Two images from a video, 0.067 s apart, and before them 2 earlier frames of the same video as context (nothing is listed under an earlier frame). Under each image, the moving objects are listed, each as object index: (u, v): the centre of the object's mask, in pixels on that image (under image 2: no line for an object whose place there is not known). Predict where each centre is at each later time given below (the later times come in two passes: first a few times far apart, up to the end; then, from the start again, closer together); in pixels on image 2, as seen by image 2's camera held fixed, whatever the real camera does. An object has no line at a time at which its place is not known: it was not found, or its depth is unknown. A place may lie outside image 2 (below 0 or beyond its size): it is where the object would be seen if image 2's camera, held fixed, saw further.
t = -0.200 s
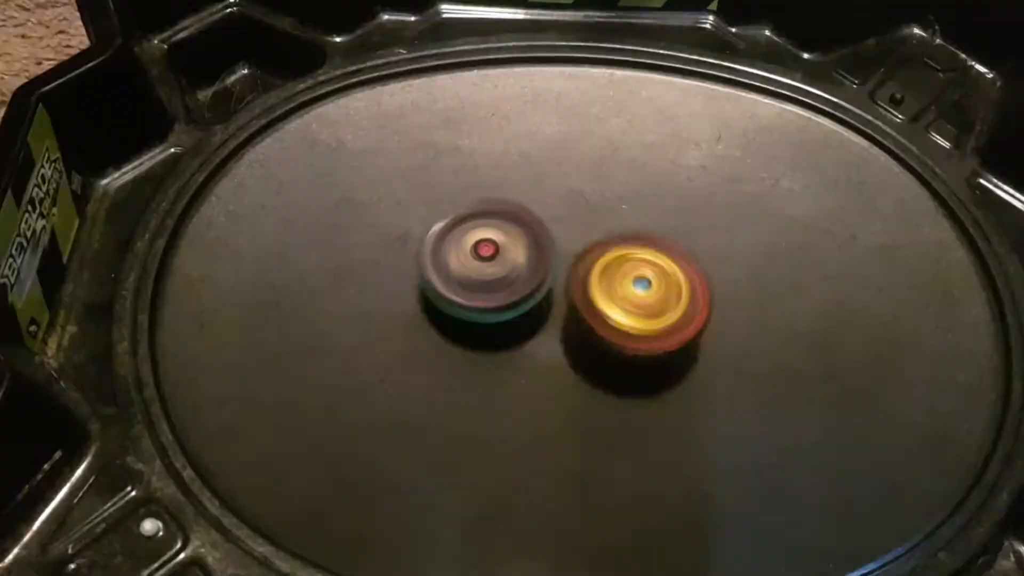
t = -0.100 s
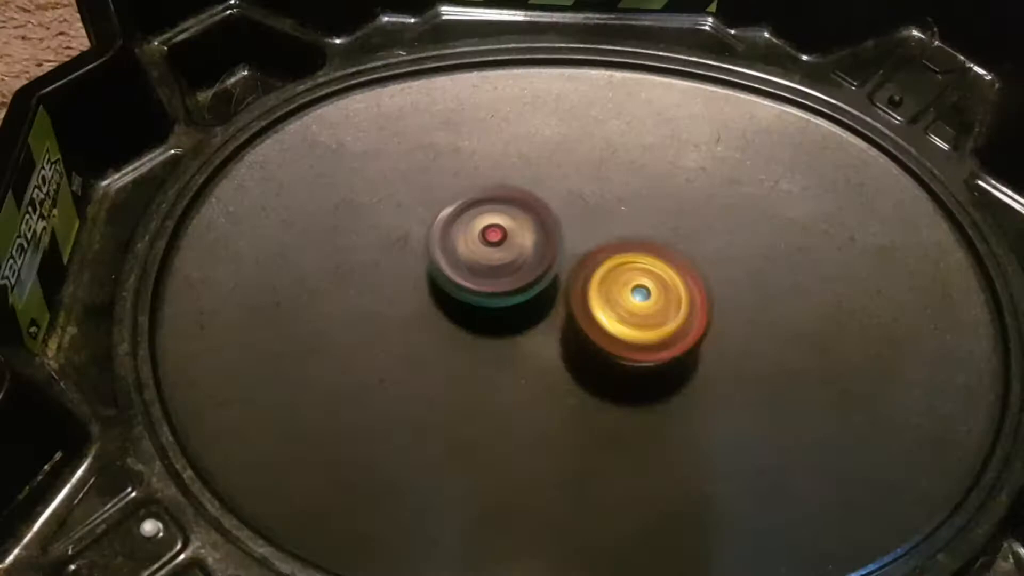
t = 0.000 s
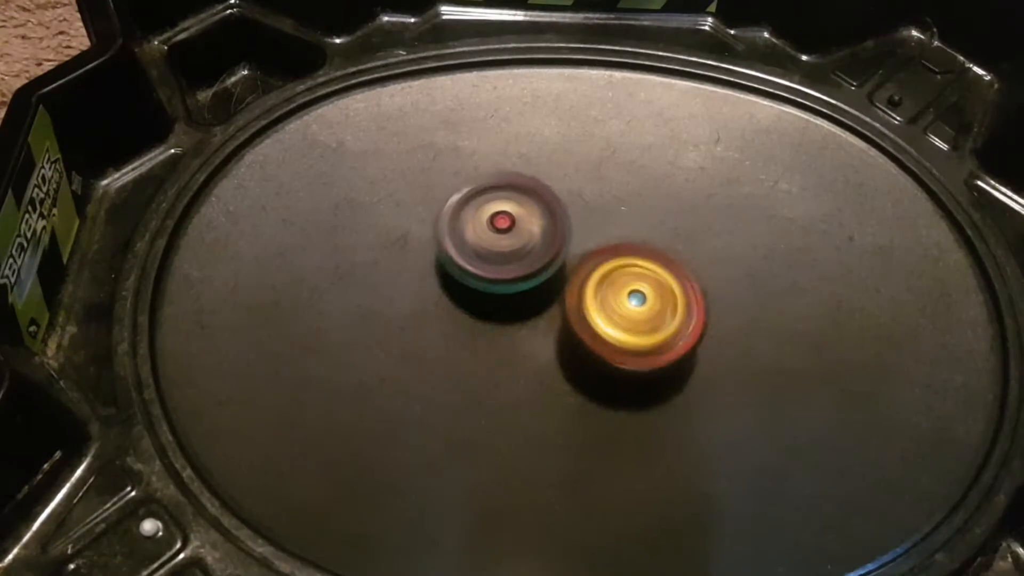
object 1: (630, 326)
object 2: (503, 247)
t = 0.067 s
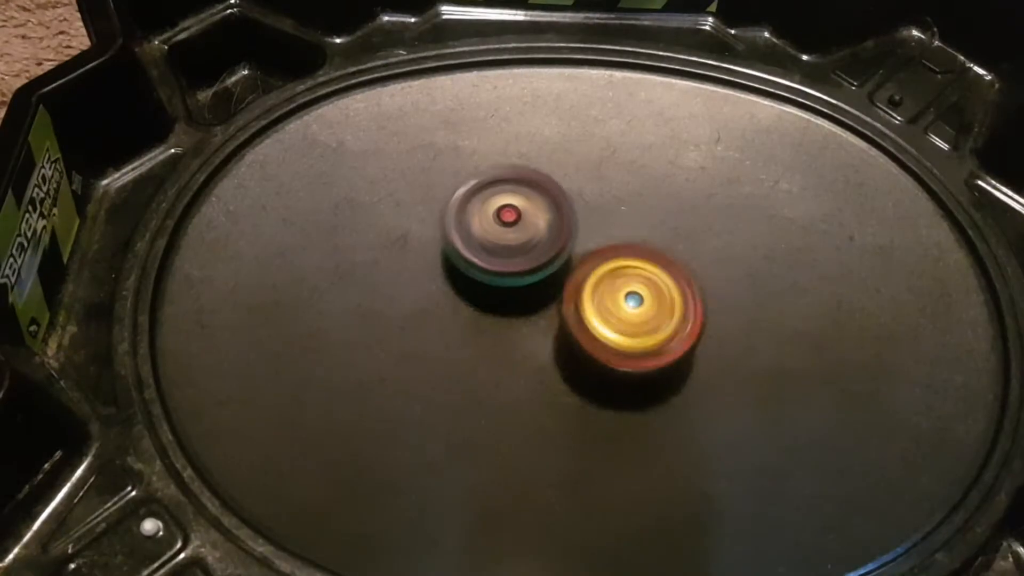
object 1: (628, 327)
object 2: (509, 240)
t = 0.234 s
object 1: (619, 327)
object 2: (519, 229)
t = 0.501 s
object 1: (626, 331)
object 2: (535, 225)
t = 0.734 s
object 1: (641, 329)
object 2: (540, 231)
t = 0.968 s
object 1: (647, 320)
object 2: (527, 243)
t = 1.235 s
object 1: (654, 322)
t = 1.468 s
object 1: (658, 317)
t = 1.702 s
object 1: (646, 311)
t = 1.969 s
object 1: (642, 296)
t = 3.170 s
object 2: (480, 331)
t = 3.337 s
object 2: (470, 330)
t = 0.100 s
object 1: (626, 327)
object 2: (511, 237)
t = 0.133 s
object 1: (624, 327)
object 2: (513, 234)
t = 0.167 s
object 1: (622, 328)
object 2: (515, 232)
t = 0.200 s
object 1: (621, 328)
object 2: (517, 231)
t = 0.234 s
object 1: (619, 327)
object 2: (519, 229)
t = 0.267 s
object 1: (617, 327)
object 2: (521, 228)
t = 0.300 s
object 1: (615, 327)
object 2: (523, 227)
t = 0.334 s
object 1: (616, 328)
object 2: (525, 226)
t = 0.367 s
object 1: (616, 329)
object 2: (527, 224)
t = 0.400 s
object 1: (618, 330)
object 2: (530, 224)
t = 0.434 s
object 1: (619, 329)
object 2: (532, 224)
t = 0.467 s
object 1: (622, 330)
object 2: (533, 225)
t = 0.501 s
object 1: (626, 331)
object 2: (535, 225)
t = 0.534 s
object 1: (629, 331)
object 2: (537, 226)
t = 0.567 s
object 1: (631, 329)
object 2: (539, 227)
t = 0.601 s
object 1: (635, 329)
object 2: (539, 228)
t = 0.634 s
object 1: (639, 331)
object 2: (538, 227)
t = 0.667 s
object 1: (640, 331)
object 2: (538, 227)
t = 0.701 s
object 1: (641, 330)
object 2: (539, 228)
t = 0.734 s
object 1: (641, 329)
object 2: (540, 231)
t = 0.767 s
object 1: (640, 326)
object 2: (539, 232)
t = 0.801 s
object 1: (643, 326)
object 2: (535, 233)
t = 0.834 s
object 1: (645, 325)
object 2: (532, 234)
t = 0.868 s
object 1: (646, 324)
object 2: (532, 236)
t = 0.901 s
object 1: (647, 322)
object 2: (531, 239)
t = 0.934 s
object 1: (646, 320)
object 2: (530, 241)
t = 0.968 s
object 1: (647, 320)
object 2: (527, 243)
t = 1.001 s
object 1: (651, 322)
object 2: (522, 244)
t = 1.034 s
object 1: (652, 322)
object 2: (521, 245)
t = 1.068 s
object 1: (653, 321)
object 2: (520, 248)
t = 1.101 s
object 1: (652, 322)
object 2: (520, 252)
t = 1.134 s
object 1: (651, 321)
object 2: (520, 258)
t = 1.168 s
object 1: (650, 321)
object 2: (521, 264)
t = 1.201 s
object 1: (651, 322)
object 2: (517, 267)
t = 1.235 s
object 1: (654, 322)
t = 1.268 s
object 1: (655, 321)
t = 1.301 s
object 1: (653, 321)
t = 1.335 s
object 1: (651, 318)
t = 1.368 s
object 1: (648, 316)
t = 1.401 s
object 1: (649, 315)
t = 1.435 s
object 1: (655, 316)
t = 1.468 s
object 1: (658, 317)
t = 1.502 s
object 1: (660, 317)
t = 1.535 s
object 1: (660, 316)
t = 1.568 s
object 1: (660, 316)
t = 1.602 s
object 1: (658, 315)
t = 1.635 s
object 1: (655, 313)
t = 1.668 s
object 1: (651, 313)
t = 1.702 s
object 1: (646, 311)
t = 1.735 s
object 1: (643, 310)
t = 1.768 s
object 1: (645, 308)
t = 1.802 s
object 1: (644, 306)
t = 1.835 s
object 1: (644, 304)
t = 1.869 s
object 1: (642, 303)
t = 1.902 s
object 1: (642, 300)
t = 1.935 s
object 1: (642, 297)
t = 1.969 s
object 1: (642, 296)
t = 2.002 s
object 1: (642, 294)
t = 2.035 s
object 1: (644, 292)
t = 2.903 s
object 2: (475, 339)
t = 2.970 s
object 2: (472, 337)
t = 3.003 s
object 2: (472, 336)
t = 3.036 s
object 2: (473, 335)
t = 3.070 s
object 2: (474, 335)
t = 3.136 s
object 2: (478, 333)
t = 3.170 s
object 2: (480, 331)
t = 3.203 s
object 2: (482, 330)
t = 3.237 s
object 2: (484, 329)
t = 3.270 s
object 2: (487, 328)
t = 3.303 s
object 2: (482, 328)
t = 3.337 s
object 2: (470, 330)
